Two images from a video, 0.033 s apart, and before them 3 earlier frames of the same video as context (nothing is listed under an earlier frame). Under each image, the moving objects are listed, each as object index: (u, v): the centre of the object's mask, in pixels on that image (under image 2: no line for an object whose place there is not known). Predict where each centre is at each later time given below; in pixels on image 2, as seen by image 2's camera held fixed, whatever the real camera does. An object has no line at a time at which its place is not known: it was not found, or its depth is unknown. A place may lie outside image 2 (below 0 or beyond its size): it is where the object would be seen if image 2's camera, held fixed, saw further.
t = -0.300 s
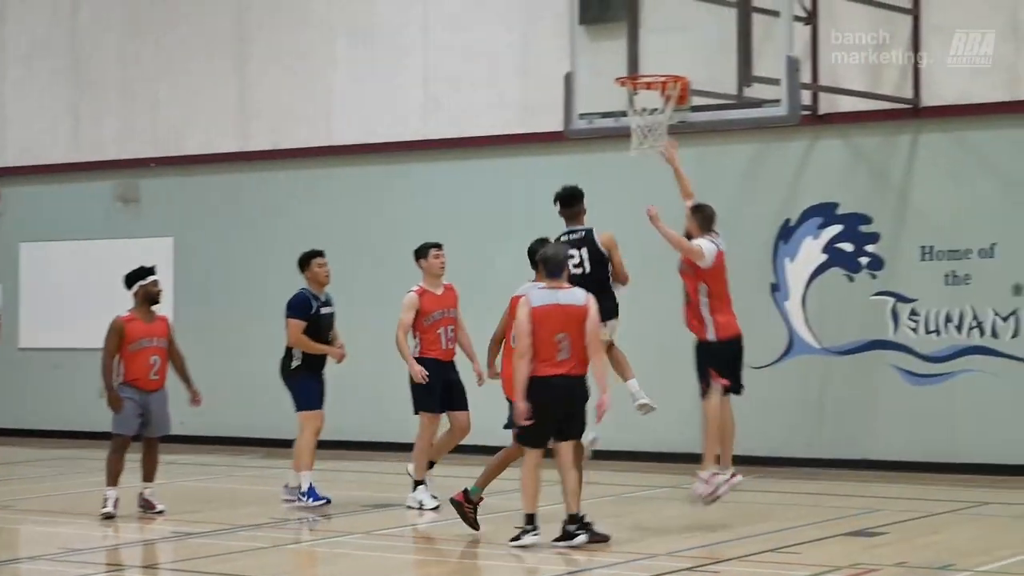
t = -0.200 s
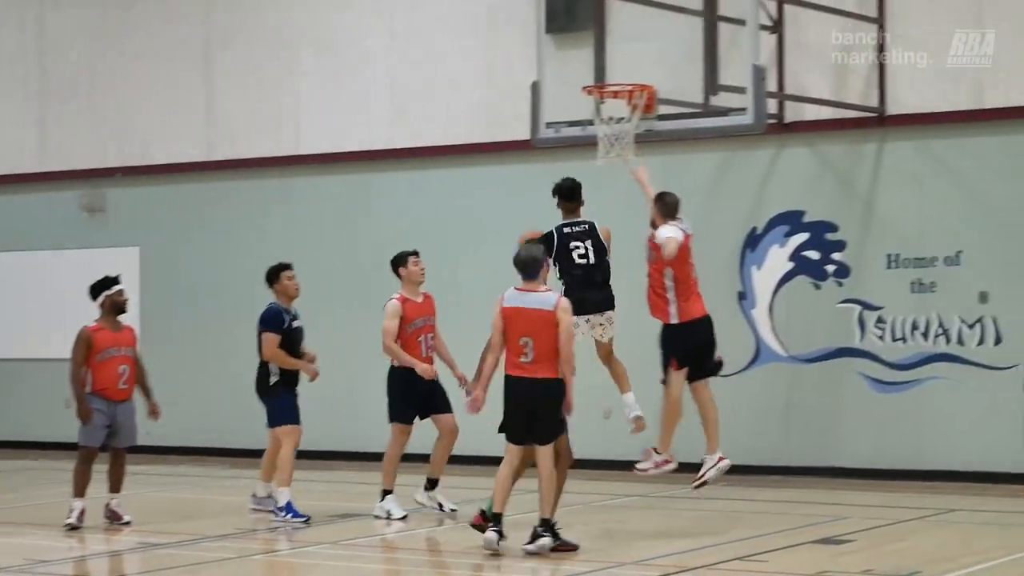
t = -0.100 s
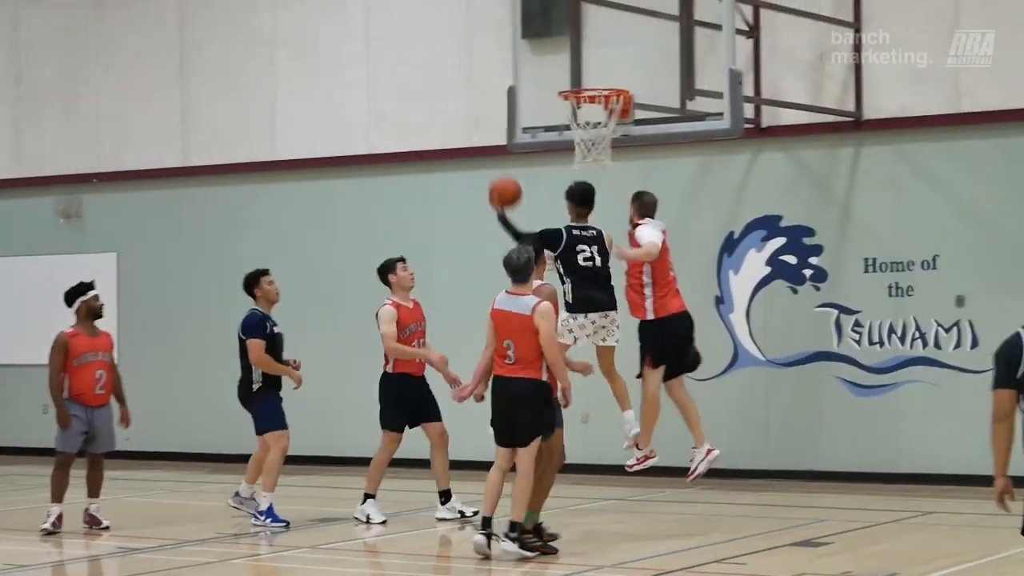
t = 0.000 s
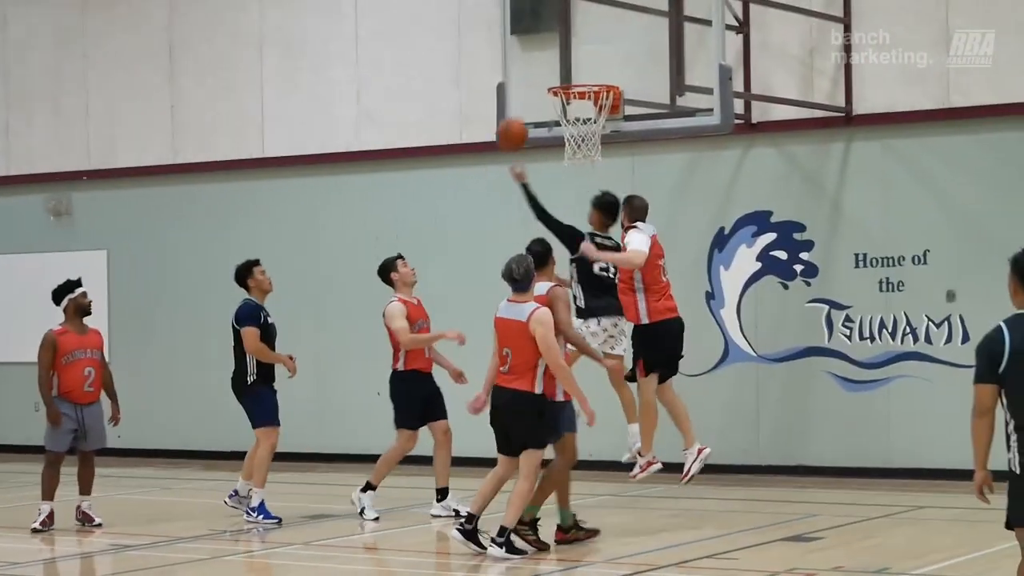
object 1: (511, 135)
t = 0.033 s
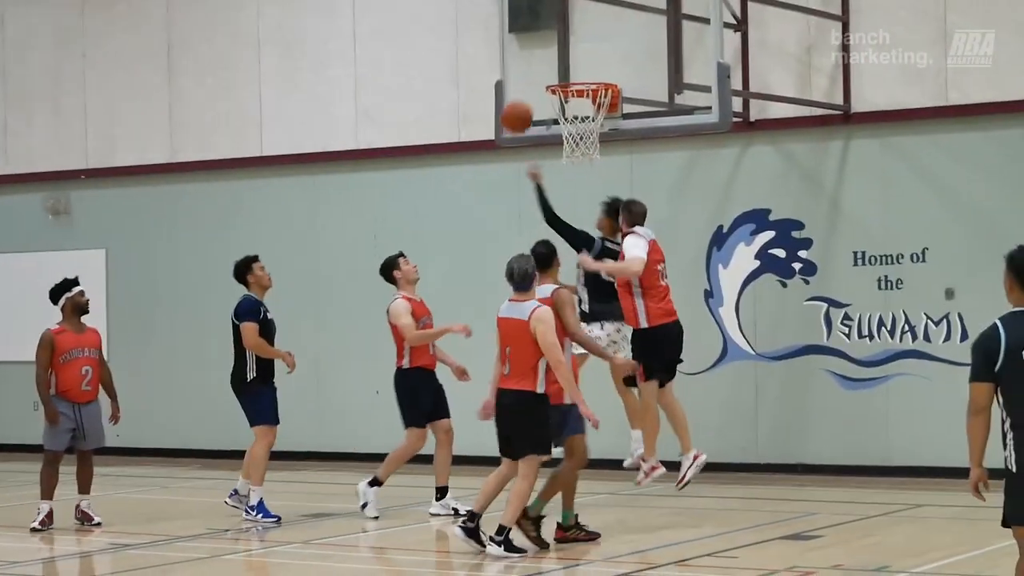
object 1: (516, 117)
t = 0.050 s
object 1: (520, 110)
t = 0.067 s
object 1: (523, 103)
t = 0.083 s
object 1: (526, 98)
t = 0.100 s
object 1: (530, 92)
